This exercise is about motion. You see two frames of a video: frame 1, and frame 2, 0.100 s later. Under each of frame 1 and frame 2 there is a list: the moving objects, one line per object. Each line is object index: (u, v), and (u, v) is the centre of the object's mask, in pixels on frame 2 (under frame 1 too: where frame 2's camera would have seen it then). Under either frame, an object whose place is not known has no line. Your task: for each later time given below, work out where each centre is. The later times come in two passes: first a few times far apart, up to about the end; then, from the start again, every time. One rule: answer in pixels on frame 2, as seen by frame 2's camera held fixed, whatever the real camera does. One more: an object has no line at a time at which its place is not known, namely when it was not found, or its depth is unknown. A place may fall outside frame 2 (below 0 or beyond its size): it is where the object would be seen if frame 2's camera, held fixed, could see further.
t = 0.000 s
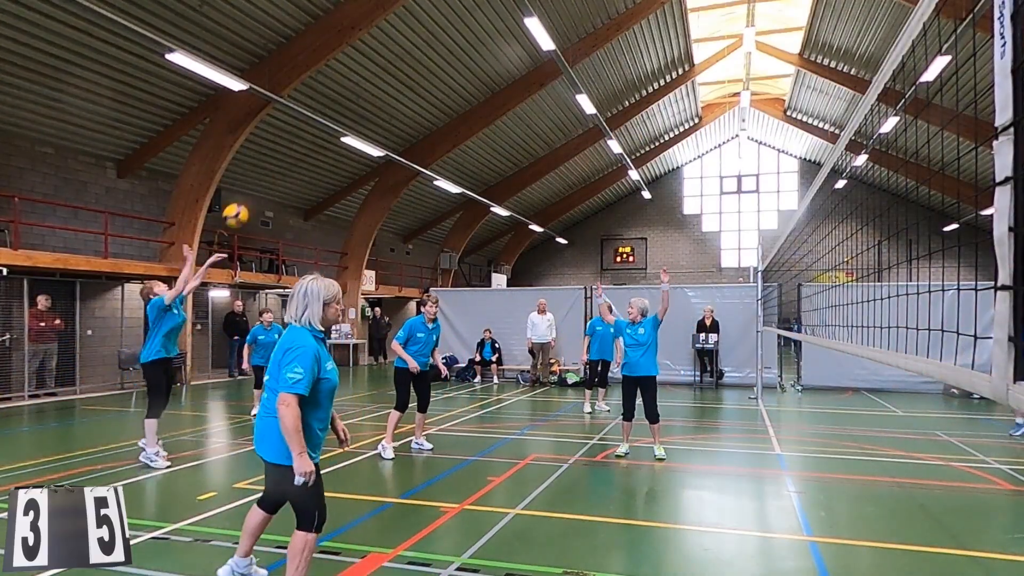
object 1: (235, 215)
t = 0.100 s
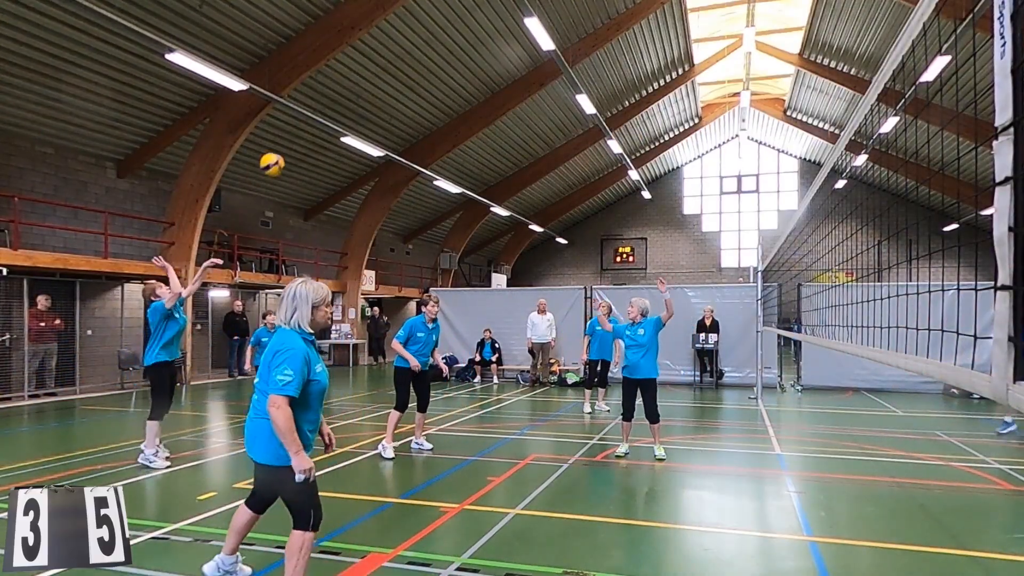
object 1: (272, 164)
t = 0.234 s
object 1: (319, 113)
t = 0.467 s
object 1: (397, 69)
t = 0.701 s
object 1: (473, 80)
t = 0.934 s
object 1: (545, 141)
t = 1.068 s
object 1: (585, 199)
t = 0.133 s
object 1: (284, 150)
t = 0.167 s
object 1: (296, 136)
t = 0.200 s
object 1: (307, 124)
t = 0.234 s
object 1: (319, 113)
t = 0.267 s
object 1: (330, 104)
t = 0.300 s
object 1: (341, 95)
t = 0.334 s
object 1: (353, 88)
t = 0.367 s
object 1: (364, 82)
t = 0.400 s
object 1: (376, 77)
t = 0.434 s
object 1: (386, 72)
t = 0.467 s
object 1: (397, 69)
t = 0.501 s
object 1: (408, 67)
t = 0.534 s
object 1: (419, 67)
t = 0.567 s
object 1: (430, 67)
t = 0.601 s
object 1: (441, 68)
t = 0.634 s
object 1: (451, 71)
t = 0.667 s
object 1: (462, 75)
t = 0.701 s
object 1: (473, 80)
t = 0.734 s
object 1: (484, 85)
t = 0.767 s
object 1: (494, 92)
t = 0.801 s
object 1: (504, 100)
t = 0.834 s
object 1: (515, 108)
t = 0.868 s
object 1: (525, 118)
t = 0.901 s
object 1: (535, 129)
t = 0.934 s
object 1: (545, 141)
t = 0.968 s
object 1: (555, 154)
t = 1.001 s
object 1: (566, 168)
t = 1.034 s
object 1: (575, 183)
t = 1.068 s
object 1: (585, 199)
